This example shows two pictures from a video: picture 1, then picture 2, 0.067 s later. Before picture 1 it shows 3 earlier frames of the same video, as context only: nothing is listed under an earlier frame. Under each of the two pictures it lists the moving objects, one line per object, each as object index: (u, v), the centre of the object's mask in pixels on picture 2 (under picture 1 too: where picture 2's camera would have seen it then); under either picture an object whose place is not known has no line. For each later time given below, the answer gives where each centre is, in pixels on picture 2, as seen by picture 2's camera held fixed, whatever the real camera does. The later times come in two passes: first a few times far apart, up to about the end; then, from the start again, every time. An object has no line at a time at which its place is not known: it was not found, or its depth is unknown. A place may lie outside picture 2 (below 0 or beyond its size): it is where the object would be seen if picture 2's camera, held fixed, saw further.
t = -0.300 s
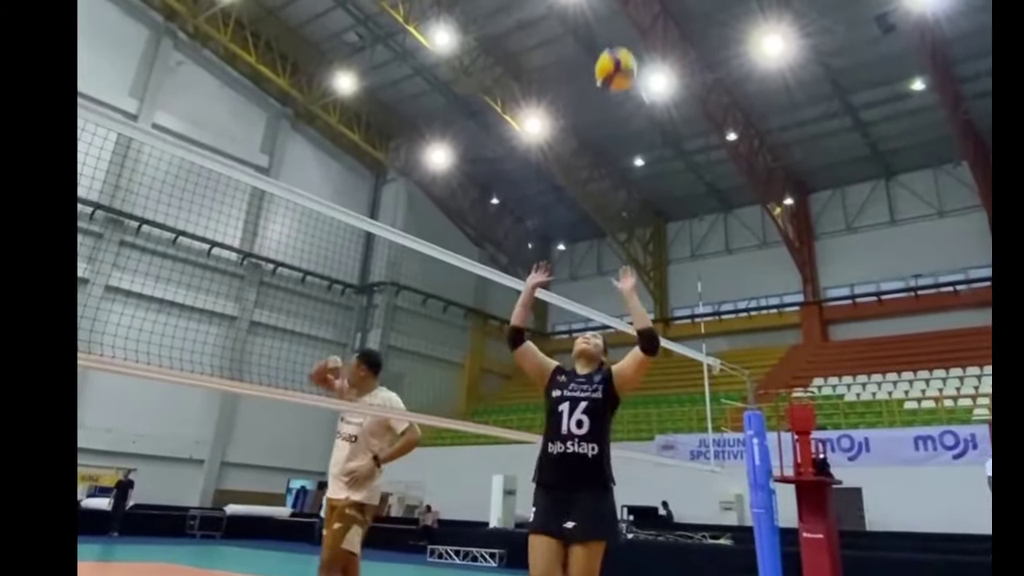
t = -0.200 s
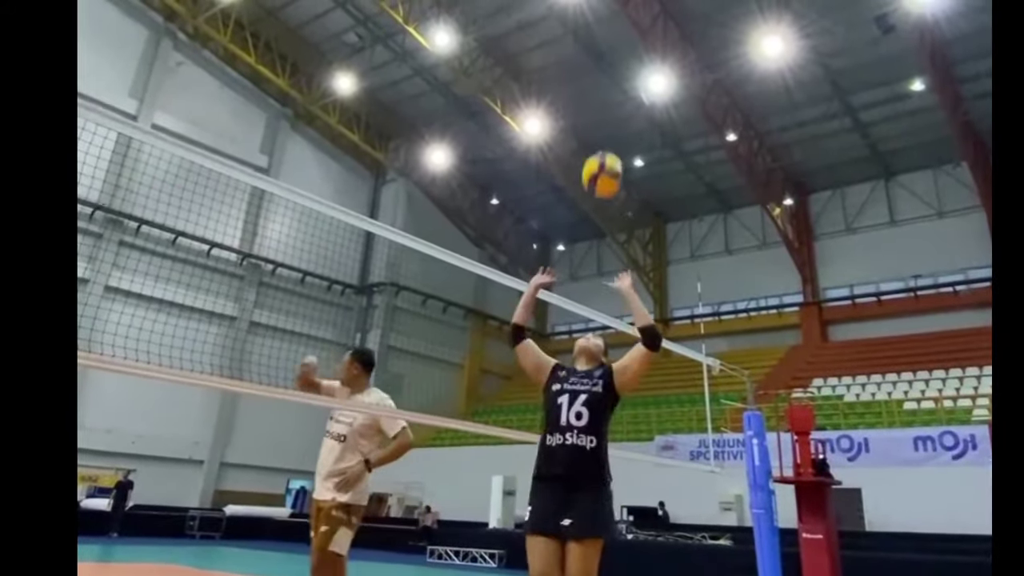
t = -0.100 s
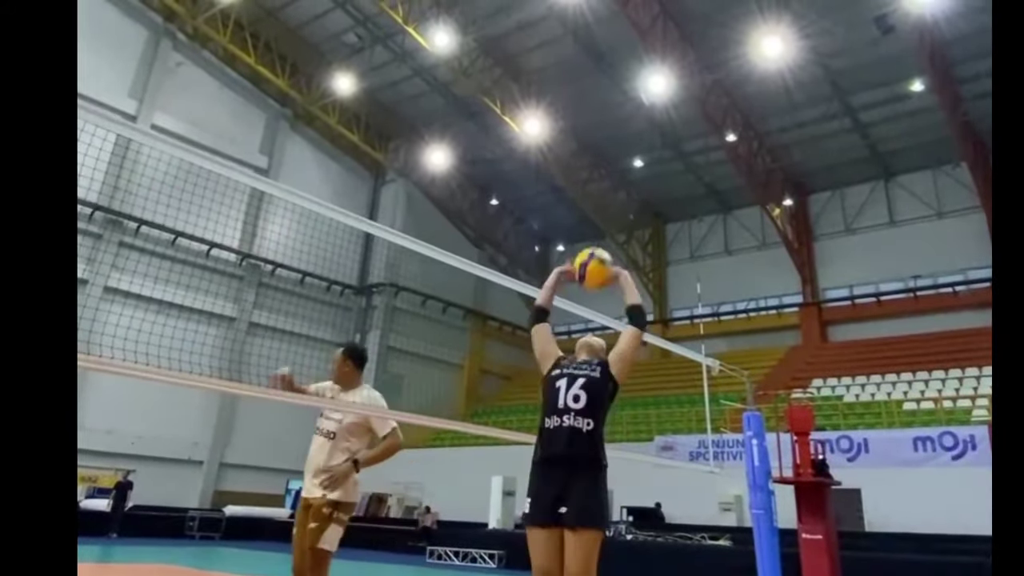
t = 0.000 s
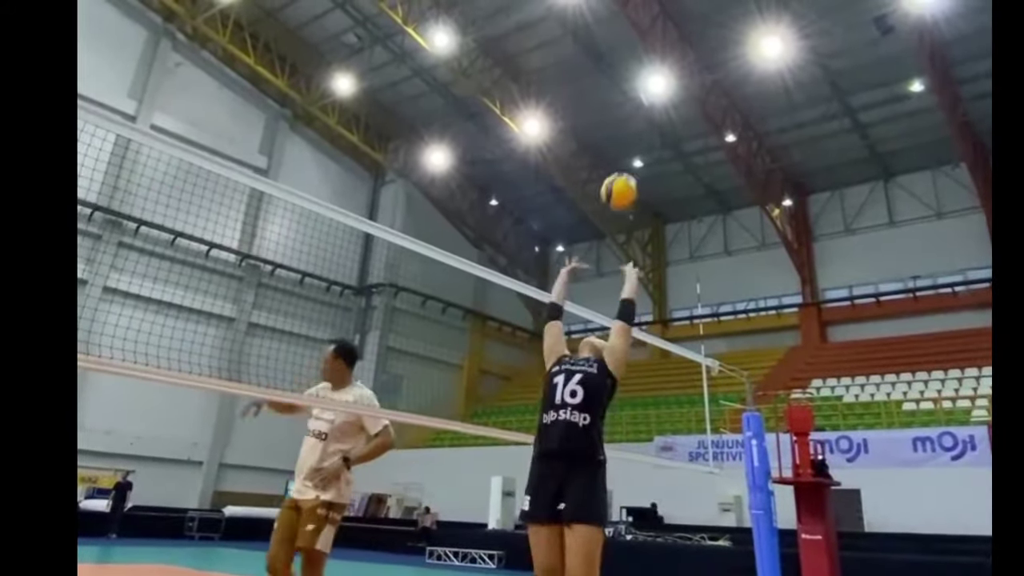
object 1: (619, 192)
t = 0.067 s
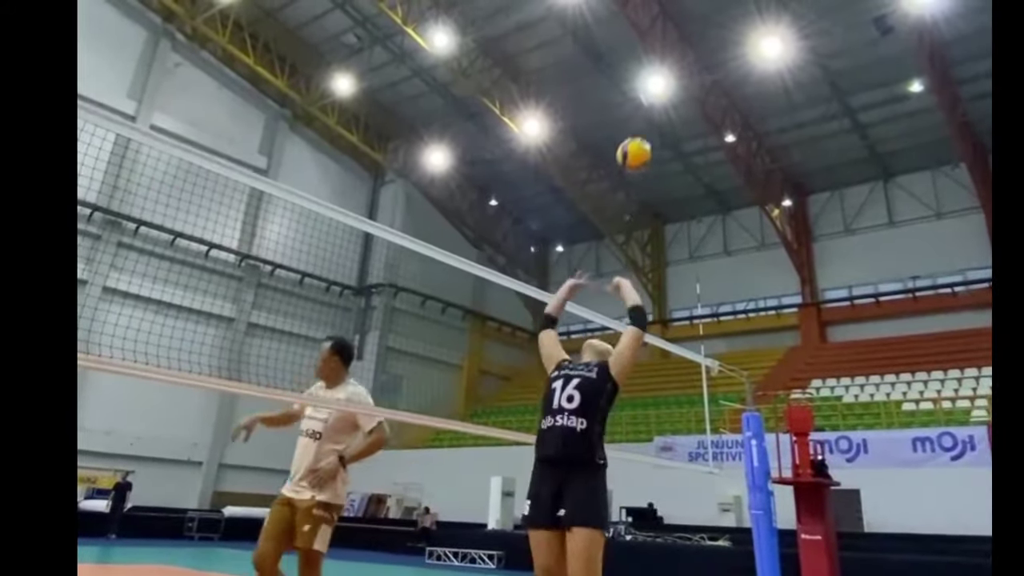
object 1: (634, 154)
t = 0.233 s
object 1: (666, 103)
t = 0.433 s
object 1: (696, 90)
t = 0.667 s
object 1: (727, 128)
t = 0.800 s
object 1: (743, 170)
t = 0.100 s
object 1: (641, 139)
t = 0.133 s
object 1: (647, 127)
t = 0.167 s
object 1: (654, 117)
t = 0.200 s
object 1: (660, 110)
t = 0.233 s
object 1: (666, 103)
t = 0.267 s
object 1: (675, 96)
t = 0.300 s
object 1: (679, 90)
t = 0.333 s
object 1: (683, 89)
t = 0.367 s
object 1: (688, 87)
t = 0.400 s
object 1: (691, 88)
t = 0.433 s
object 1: (696, 90)
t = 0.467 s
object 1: (701, 92)
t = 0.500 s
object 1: (705, 95)
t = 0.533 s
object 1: (709, 100)
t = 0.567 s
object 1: (714, 105)
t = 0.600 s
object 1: (718, 112)
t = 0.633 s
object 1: (723, 120)
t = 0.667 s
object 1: (727, 128)
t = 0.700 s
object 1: (731, 137)
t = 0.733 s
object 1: (735, 147)
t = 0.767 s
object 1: (739, 158)
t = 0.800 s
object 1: (743, 170)
